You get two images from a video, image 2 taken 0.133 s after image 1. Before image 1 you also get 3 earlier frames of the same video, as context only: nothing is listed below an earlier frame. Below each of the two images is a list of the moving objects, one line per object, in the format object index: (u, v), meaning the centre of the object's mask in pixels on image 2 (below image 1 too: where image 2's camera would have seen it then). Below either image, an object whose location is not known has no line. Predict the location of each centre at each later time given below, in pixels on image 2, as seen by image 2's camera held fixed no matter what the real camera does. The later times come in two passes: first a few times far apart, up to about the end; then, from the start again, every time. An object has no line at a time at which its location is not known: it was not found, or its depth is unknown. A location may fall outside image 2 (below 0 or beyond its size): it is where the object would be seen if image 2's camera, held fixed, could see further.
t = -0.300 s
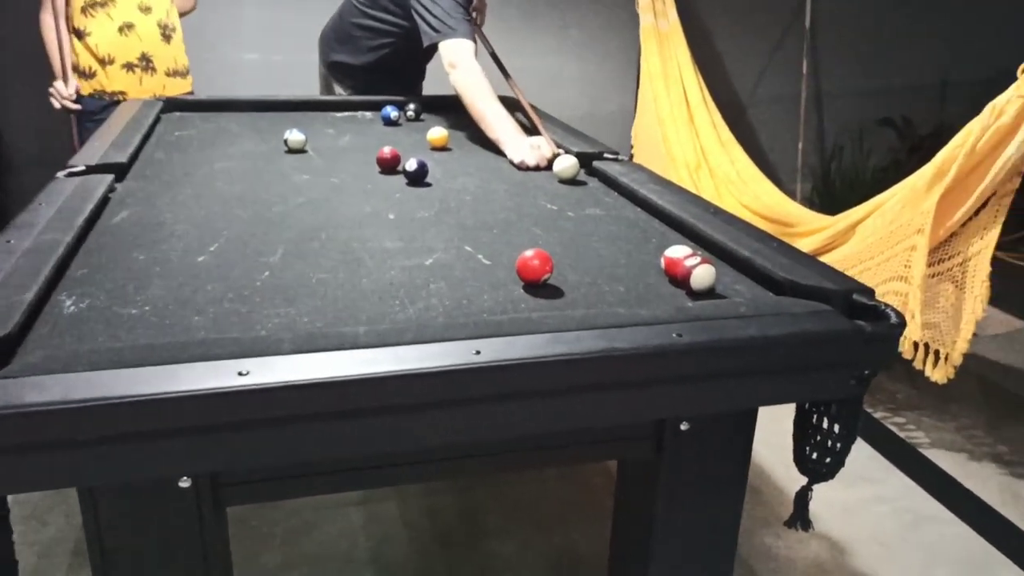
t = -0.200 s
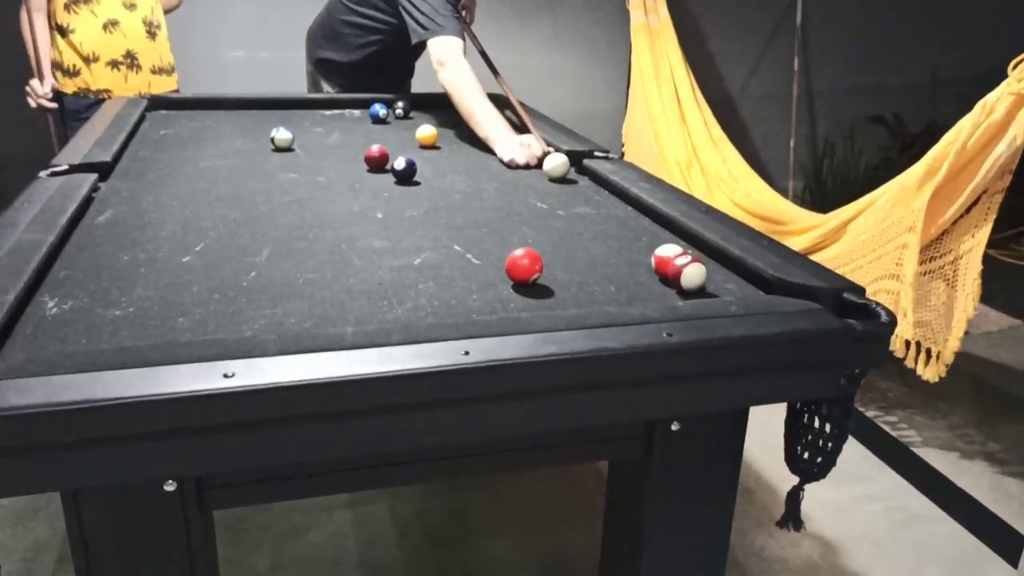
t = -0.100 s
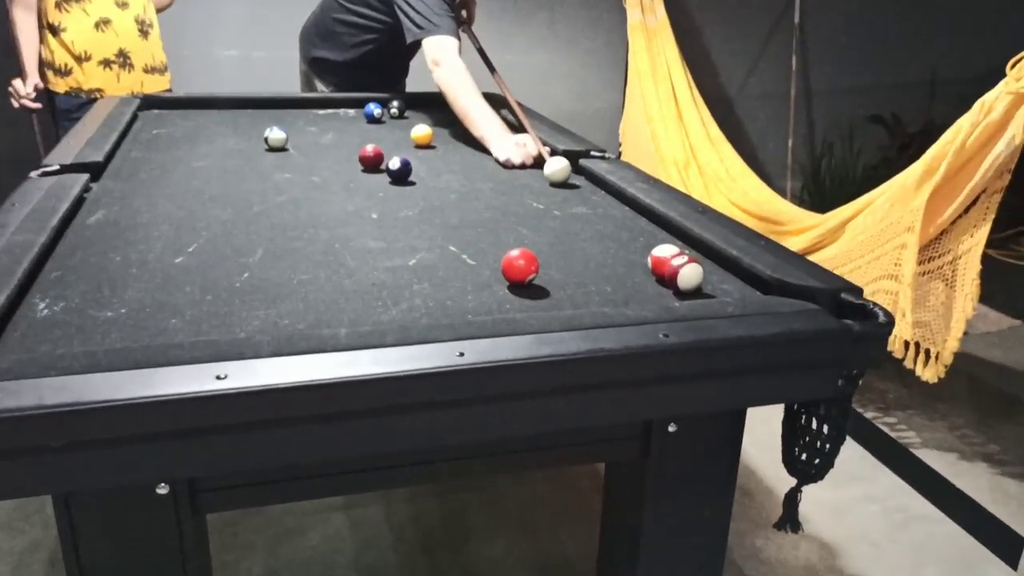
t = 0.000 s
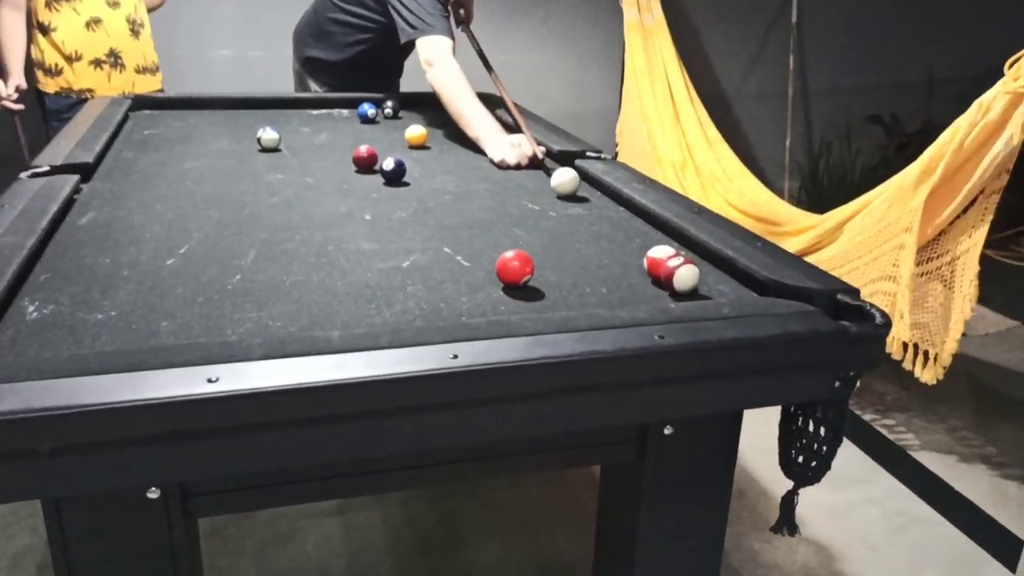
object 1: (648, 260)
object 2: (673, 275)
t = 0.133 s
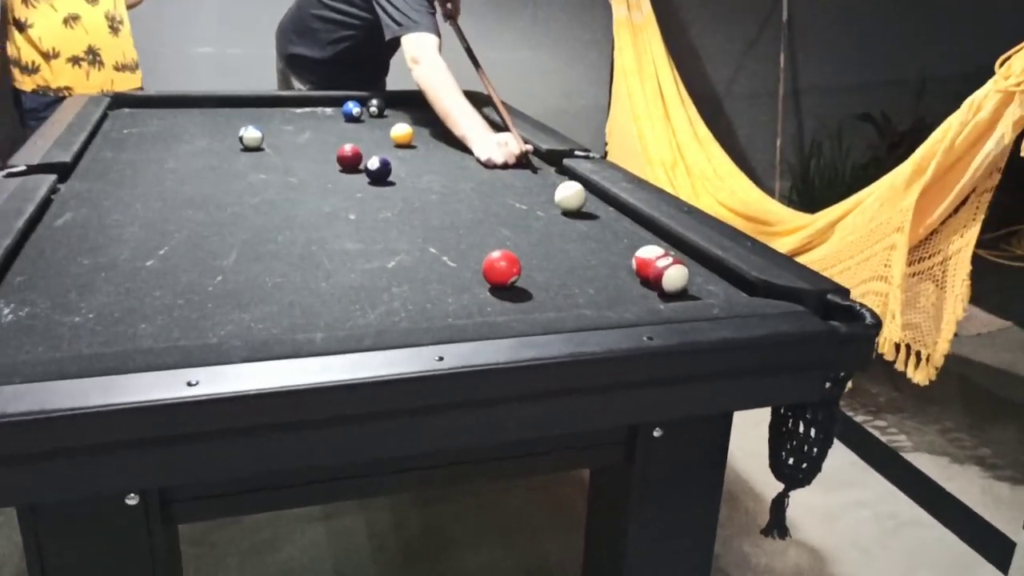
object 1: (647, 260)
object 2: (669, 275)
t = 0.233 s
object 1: (647, 260)
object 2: (669, 275)
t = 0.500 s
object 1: (647, 261)
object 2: (669, 276)
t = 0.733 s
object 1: (661, 266)
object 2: (698, 289)
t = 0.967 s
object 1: (658, 261)
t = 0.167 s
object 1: (647, 260)
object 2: (669, 275)
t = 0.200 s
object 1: (647, 260)
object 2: (669, 275)
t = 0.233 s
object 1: (647, 260)
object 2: (669, 275)
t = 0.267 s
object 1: (647, 260)
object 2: (669, 275)
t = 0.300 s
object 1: (647, 260)
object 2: (669, 275)
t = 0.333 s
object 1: (646, 260)
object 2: (669, 275)
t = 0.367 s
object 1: (646, 260)
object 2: (669, 275)
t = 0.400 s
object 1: (646, 260)
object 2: (668, 275)
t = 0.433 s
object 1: (646, 260)
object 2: (668, 275)
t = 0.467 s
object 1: (647, 260)
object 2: (669, 275)
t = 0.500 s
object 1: (647, 261)
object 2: (669, 276)
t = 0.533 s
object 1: (650, 263)
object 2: (677, 281)
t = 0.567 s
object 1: (653, 264)
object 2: (686, 285)
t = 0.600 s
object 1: (654, 264)
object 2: (694, 288)
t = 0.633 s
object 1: (656, 265)
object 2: (701, 290)
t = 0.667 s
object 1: (658, 265)
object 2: (706, 292)
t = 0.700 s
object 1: (659, 266)
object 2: (702, 290)
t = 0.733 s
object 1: (661, 266)
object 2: (698, 289)
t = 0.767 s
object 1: (662, 266)
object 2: (695, 287)
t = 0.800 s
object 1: (662, 267)
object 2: (691, 285)
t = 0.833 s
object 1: (662, 266)
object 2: (688, 283)
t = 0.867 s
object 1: (663, 266)
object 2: (686, 282)
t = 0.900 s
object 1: (661, 264)
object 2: (685, 281)
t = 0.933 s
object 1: (659, 263)
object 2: (684, 279)
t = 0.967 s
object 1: (658, 261)
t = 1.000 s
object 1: (657, 261)
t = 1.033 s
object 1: (656, 259)
